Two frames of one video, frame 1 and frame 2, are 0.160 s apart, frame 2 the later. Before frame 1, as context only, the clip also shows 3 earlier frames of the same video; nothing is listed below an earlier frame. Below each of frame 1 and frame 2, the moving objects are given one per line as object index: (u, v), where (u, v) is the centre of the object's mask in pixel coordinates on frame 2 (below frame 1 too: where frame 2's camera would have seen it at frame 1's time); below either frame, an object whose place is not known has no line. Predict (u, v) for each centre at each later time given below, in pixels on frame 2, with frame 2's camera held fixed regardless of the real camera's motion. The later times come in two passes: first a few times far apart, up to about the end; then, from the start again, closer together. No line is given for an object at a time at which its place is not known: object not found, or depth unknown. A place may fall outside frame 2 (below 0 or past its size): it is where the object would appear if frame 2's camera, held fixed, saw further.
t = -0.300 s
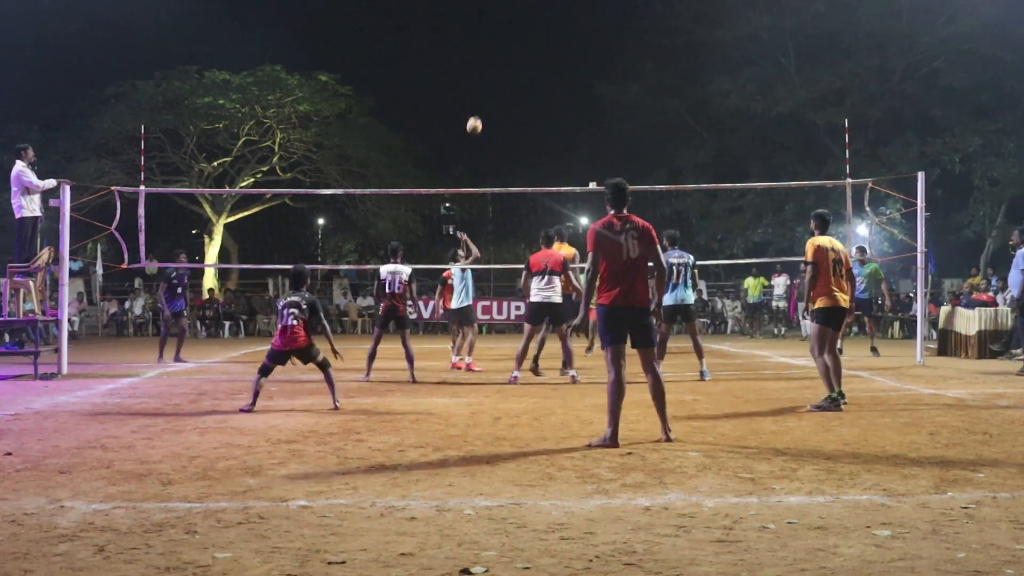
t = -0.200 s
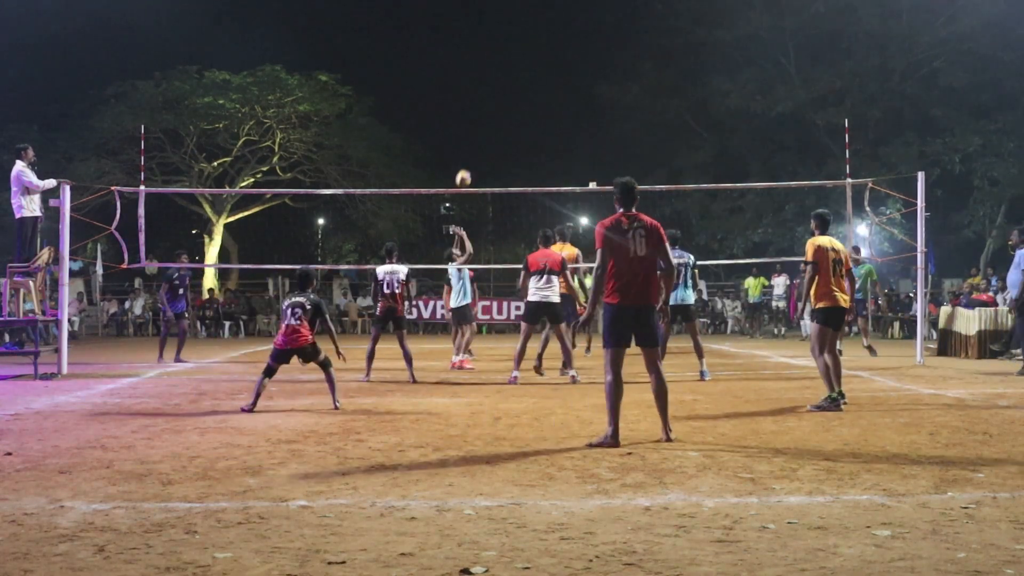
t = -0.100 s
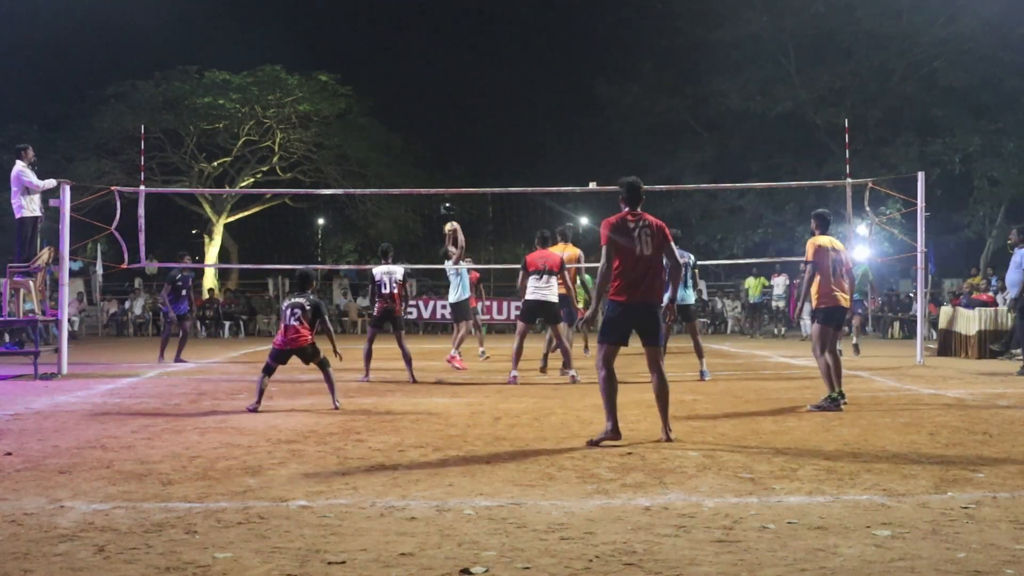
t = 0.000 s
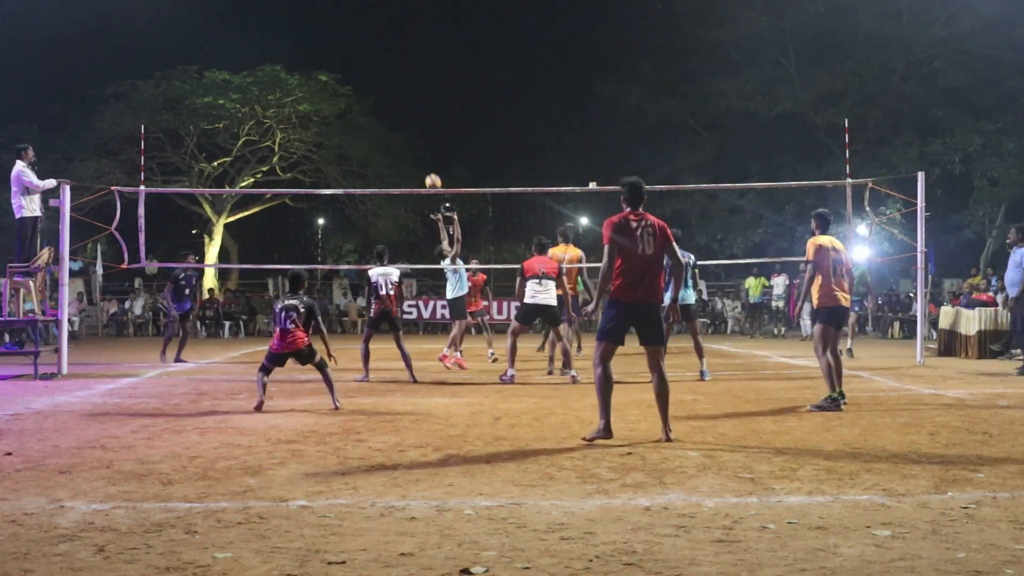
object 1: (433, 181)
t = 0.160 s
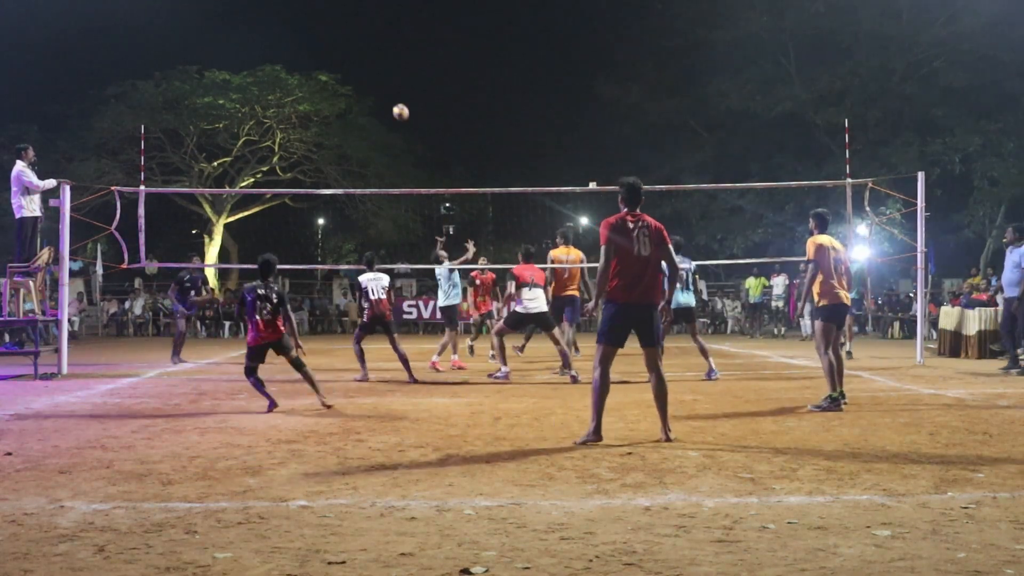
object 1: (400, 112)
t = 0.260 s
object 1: (381, 78)
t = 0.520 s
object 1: (331, 21)
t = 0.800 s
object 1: (277, 14)
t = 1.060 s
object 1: (229, 57)
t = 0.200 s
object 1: (393, 98)
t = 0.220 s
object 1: (389, 91)
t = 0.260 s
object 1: (381, 78)
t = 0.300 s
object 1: (373, 66)
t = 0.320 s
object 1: (369, 60)
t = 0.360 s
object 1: (361, 50)
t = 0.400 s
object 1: (353, 41)
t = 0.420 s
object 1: (350, 37)
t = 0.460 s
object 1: (342, 30)
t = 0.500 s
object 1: (334, 24)
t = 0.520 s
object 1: (331, 21)
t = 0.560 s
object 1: (323, 17)
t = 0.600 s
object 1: (315, 13)
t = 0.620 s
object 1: (311, 12)
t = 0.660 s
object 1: (304, 10)
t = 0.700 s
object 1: (296, 10)
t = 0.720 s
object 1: (293, 10)
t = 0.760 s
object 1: (285, 11)
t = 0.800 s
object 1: (277, 14)
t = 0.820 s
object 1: (274, 15)
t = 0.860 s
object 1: (266, 19)
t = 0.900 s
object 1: (259, 25)
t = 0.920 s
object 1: (255, 28)
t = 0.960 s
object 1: (247, 35)
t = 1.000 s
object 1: (240, 43)
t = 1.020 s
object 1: (236, 47)
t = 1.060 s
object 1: (229, 57)
